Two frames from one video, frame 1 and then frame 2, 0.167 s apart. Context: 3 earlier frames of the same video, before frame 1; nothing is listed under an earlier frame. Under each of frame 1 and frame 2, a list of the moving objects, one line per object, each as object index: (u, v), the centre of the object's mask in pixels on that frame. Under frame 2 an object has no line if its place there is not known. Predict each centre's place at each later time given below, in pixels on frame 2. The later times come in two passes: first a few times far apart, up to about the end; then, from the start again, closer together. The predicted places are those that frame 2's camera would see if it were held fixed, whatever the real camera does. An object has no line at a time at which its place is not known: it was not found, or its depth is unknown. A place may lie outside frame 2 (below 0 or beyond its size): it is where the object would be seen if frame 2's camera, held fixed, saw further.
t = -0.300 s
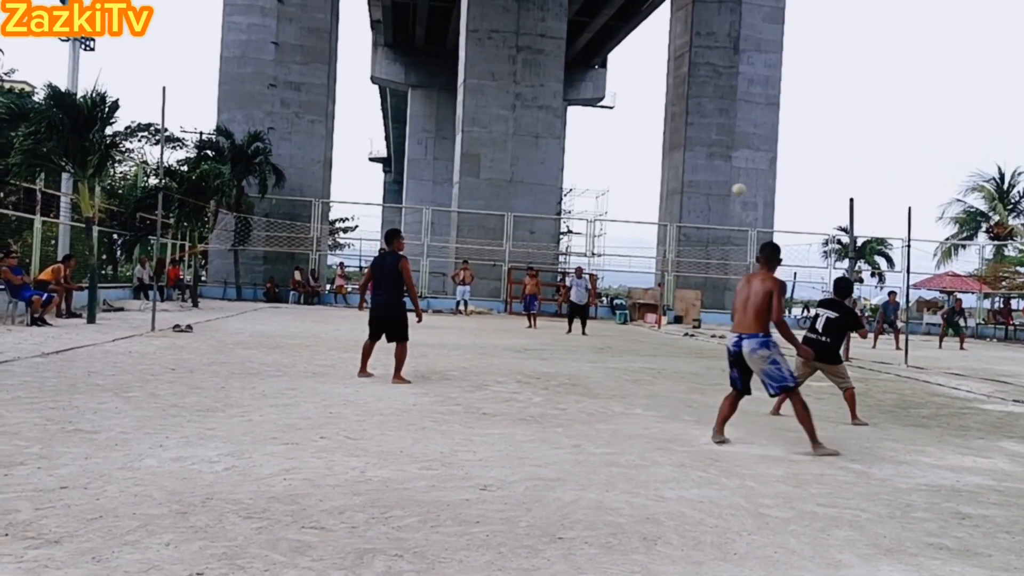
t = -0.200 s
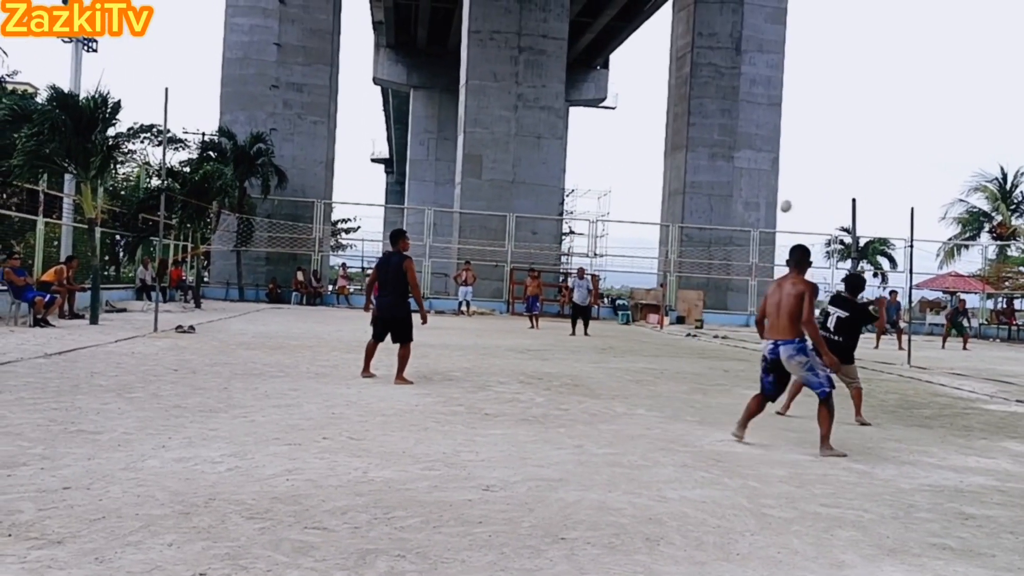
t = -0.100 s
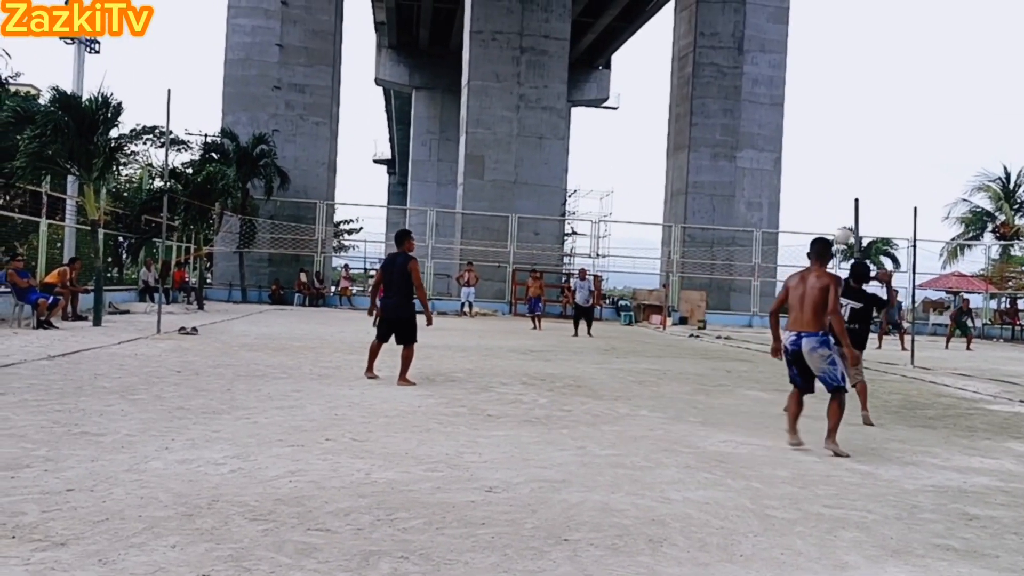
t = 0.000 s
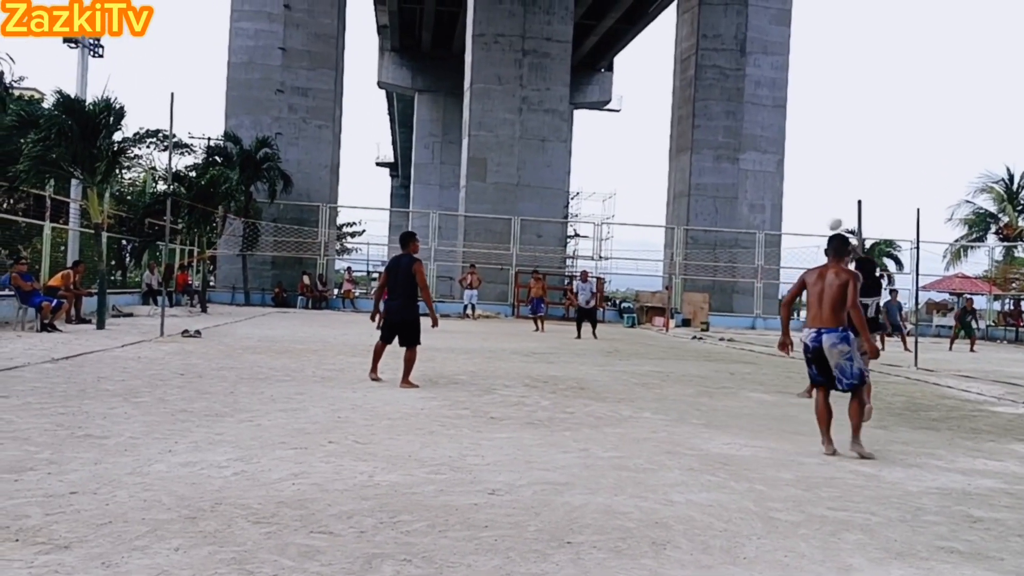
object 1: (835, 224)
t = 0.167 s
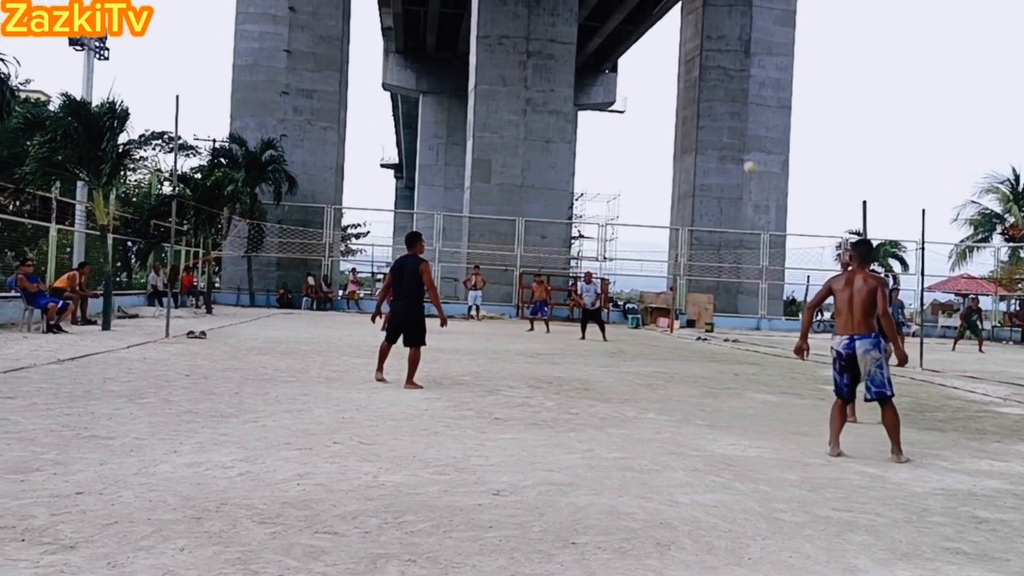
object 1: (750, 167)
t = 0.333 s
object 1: (689, 143)
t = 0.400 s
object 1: (670, 140)
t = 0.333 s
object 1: (689, 143)
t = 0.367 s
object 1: (680, 140)
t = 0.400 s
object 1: (670, 140)
